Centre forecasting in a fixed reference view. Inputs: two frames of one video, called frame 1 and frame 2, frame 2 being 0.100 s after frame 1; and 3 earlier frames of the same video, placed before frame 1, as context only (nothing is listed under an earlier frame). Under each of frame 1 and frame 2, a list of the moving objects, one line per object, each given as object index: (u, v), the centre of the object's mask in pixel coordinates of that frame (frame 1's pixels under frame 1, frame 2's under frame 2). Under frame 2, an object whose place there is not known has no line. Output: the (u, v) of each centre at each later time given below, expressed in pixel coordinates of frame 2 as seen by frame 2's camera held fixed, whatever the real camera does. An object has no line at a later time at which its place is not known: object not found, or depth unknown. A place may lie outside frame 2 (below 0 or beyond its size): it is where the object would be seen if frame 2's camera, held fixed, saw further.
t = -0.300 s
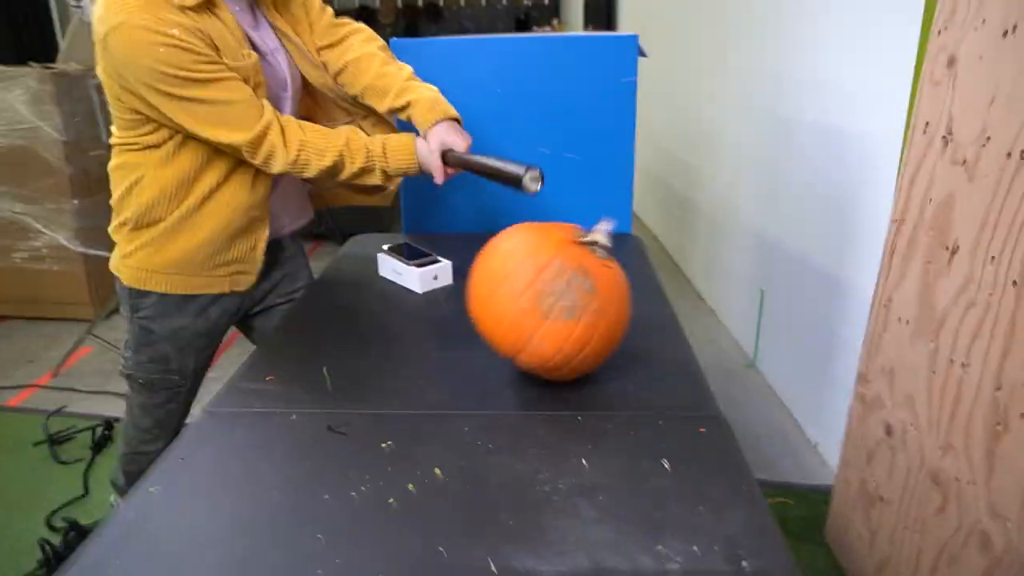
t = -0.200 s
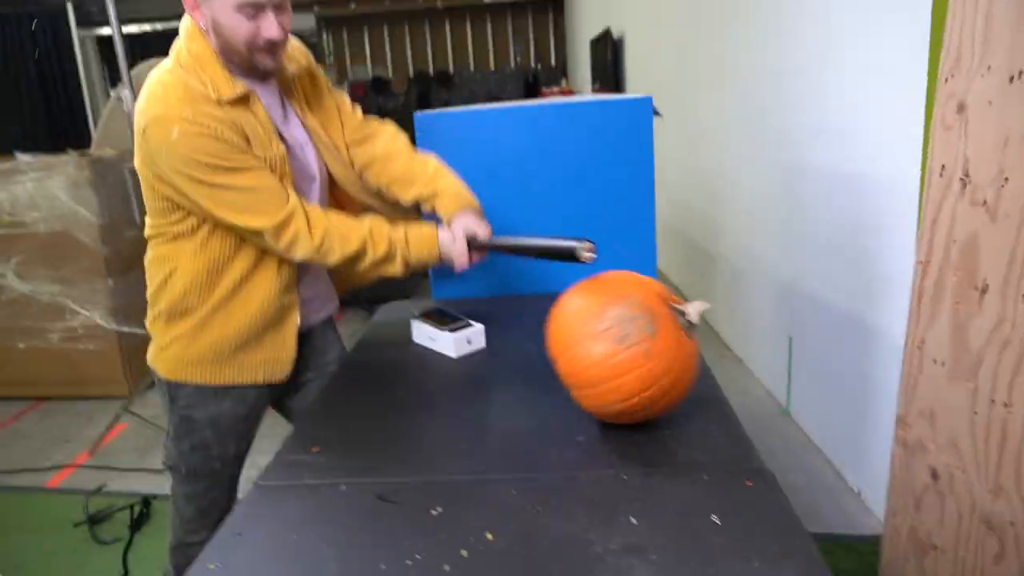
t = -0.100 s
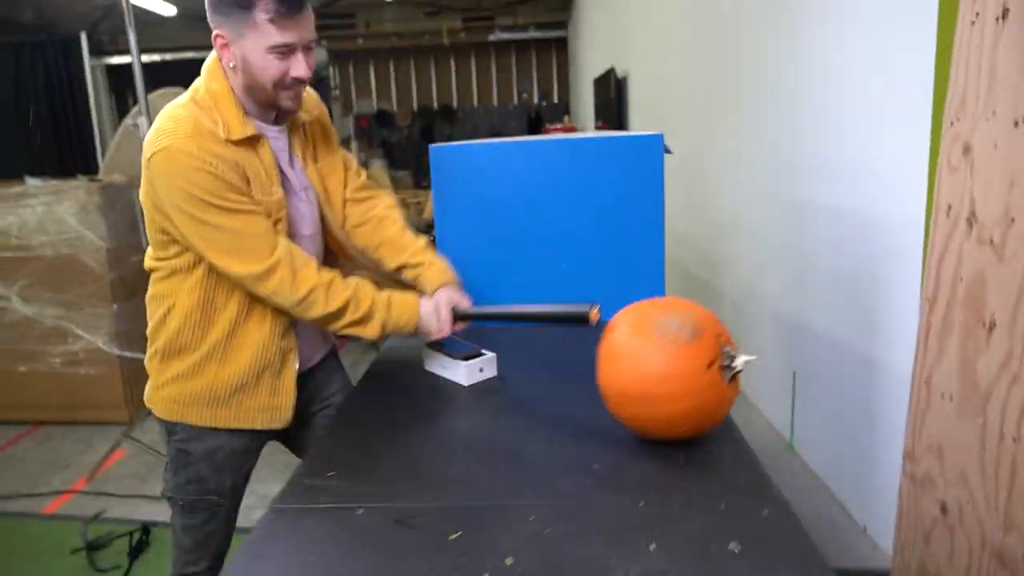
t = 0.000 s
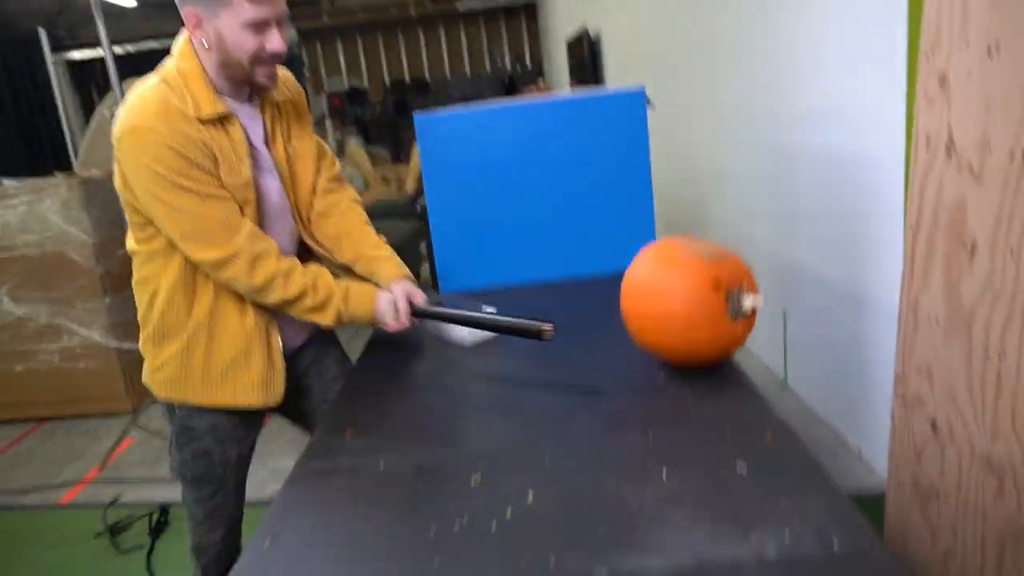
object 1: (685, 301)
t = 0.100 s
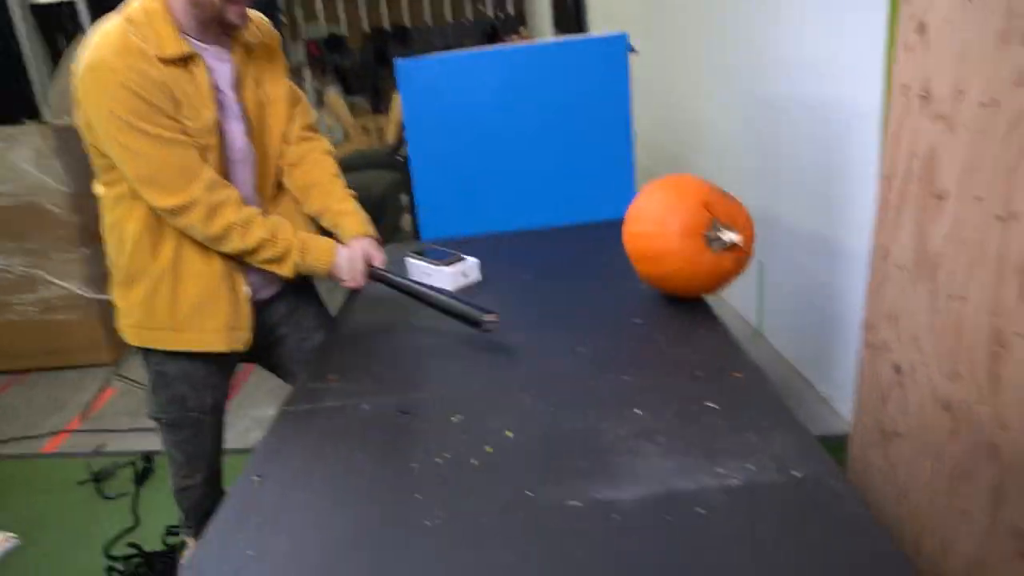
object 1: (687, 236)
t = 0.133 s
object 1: (693, 233)
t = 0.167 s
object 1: (700, 229)
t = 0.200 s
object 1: (707, 229)
